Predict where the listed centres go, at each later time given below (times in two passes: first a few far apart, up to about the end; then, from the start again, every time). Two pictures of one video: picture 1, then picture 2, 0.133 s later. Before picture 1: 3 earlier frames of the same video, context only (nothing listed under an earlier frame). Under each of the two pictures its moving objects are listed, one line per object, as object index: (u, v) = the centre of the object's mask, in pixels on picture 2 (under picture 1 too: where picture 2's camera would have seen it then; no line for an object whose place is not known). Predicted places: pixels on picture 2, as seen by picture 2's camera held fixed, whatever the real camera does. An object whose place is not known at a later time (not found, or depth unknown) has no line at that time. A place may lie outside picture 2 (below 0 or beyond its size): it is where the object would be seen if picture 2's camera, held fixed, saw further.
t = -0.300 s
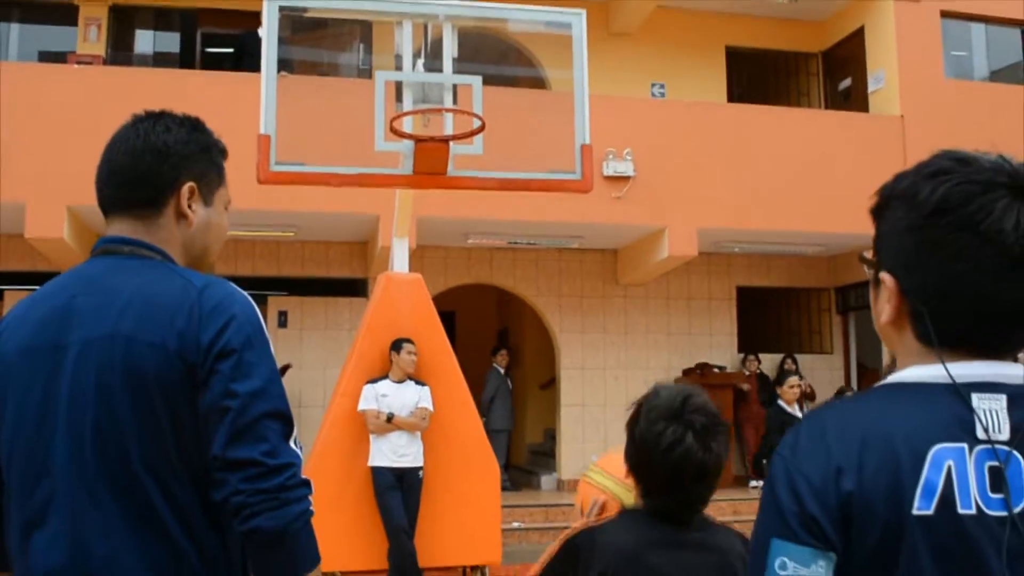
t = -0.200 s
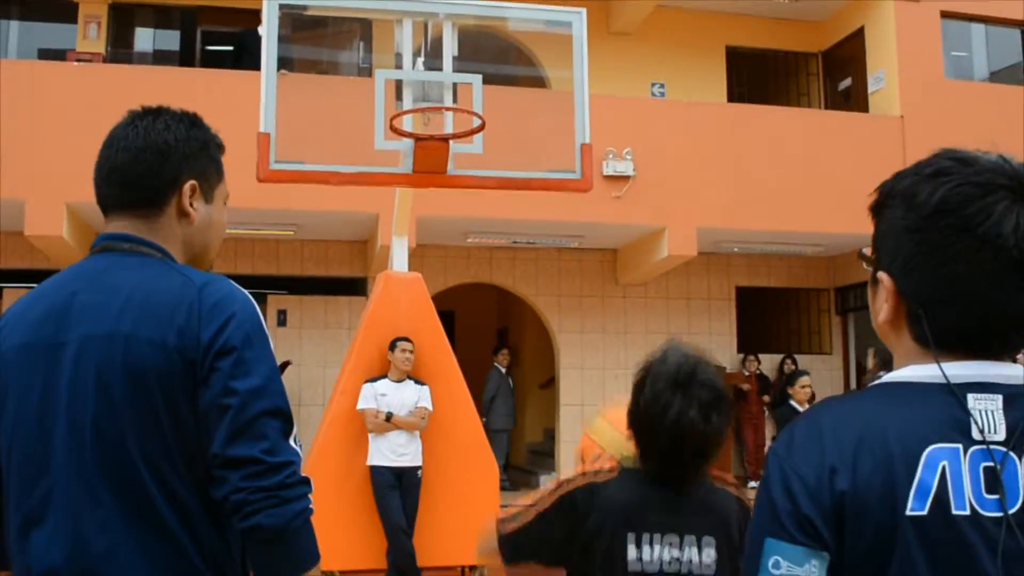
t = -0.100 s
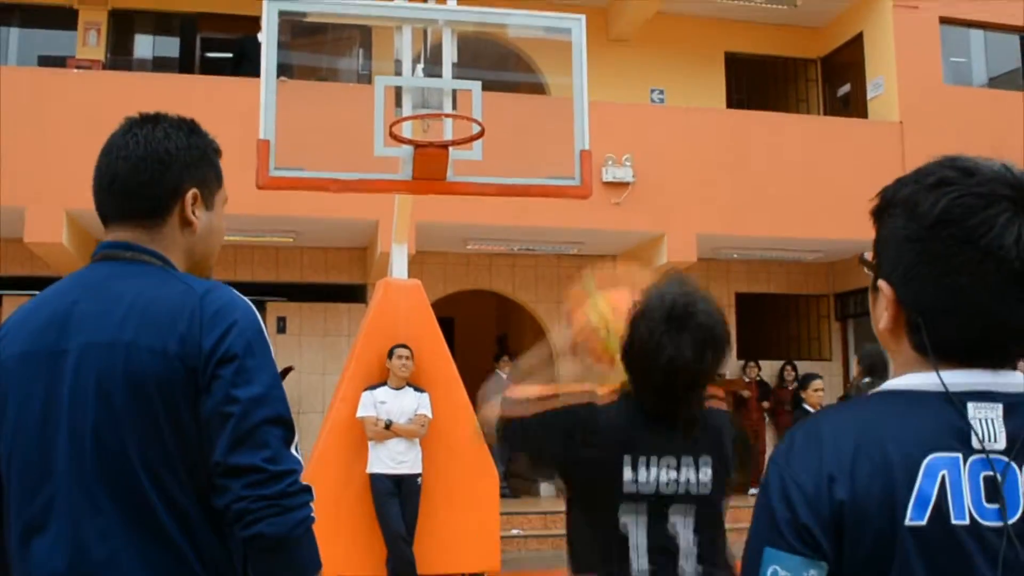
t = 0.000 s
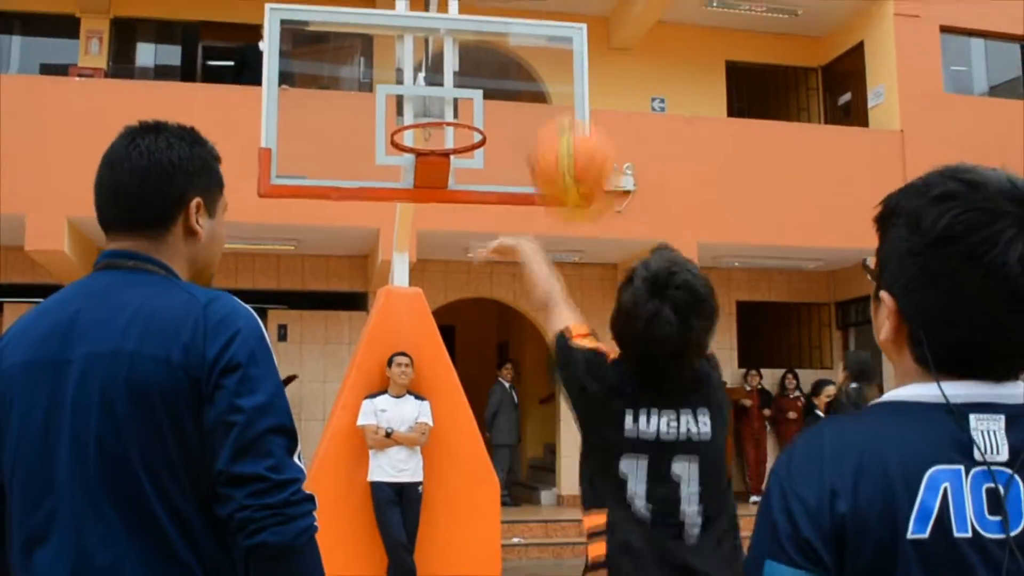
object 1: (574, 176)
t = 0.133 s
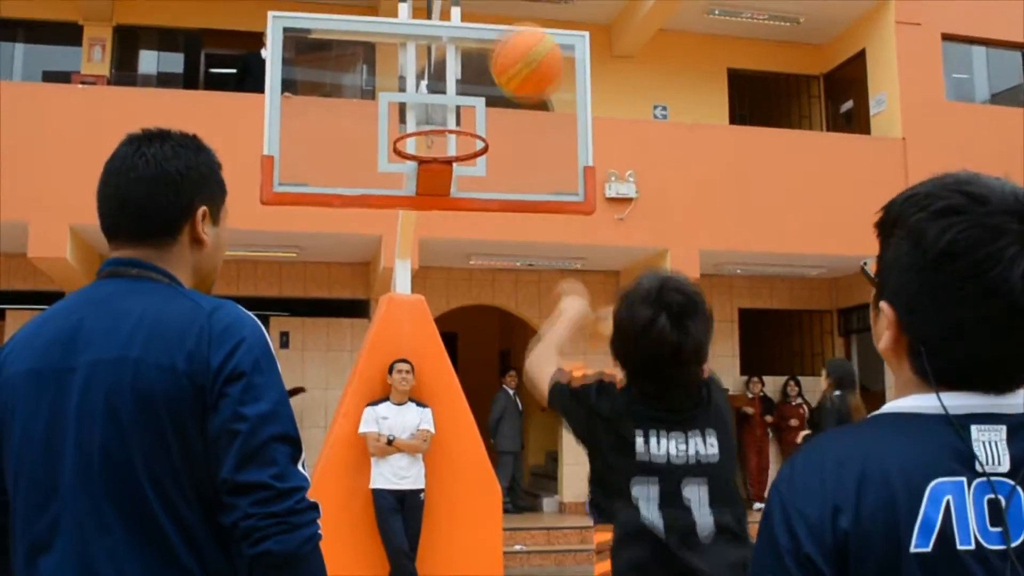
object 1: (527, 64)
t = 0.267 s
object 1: (492, 28)
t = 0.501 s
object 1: (450, 70)
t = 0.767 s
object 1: (439, 102)
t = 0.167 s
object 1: (516, 48)
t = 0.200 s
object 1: (507, 38)
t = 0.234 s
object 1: (499, 31)
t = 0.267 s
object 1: (492, 28)
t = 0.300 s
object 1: (484, 28)
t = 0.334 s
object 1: (478, 30)
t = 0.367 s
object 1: (472, 34)
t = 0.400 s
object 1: (466, 40)
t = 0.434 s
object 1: (460, 50)
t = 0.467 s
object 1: (455, 59)
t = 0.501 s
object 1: (450, 70)
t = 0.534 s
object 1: (445, 85)
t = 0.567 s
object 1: (440, 99)
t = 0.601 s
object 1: (436, 113)
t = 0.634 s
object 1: (432, 130)
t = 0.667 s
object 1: (433, 130)
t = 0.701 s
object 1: (435, 115)
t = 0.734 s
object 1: (437, 109)
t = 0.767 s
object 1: (439, 102)
